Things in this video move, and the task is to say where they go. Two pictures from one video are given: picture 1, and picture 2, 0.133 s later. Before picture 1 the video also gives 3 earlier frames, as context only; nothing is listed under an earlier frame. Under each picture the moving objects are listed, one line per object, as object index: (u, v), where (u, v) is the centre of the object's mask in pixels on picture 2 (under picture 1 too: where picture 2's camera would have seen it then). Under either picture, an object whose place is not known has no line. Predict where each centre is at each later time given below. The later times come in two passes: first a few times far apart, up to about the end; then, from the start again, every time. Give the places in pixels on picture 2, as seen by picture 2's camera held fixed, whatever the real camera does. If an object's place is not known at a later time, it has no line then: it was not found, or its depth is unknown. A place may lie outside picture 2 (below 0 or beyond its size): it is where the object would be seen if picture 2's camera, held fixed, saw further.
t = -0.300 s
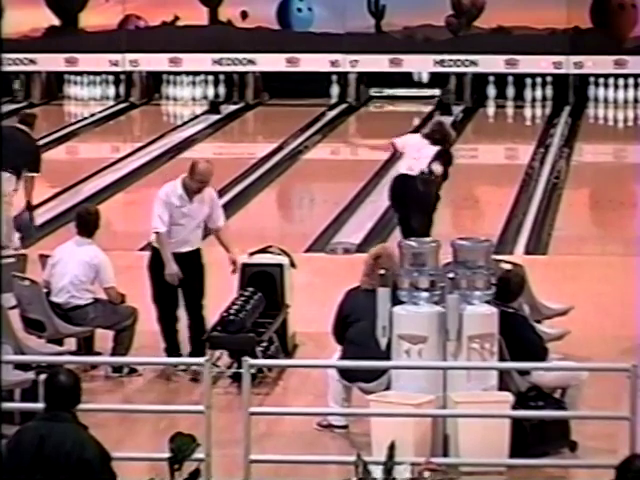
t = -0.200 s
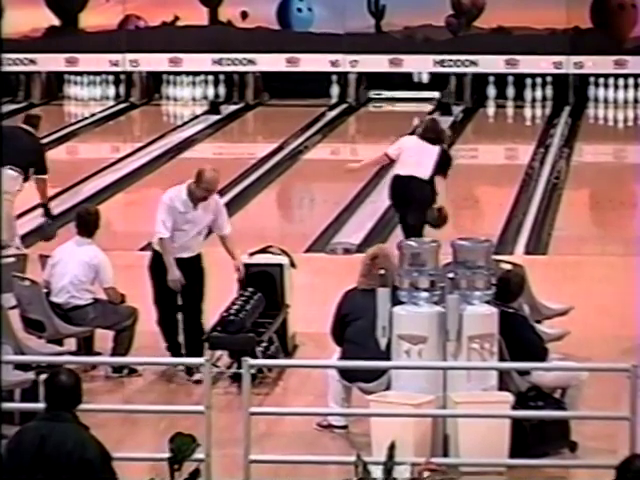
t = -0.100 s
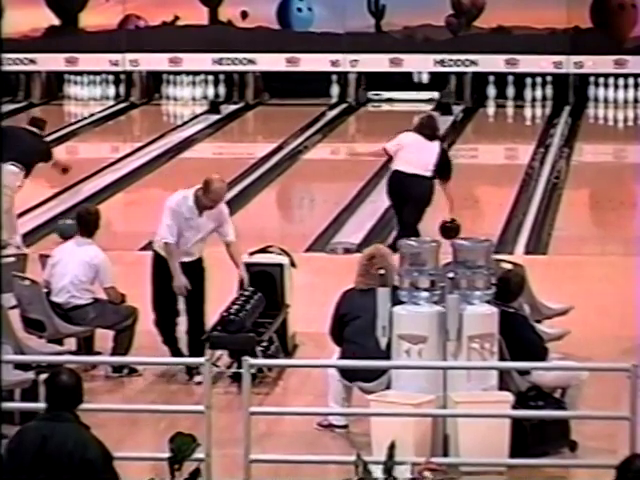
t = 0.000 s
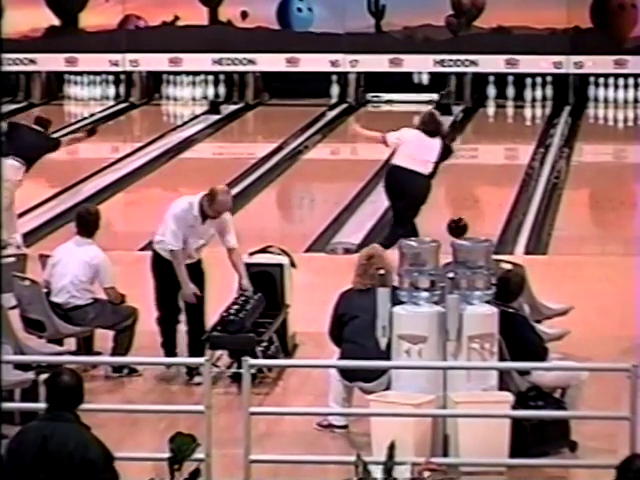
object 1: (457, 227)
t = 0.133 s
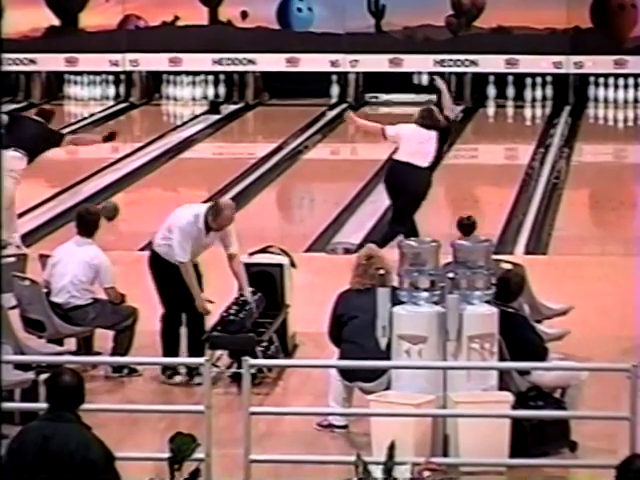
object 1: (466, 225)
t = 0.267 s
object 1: (475, 212)
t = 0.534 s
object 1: (490, 189)
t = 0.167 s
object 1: (468, 222)
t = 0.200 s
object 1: (470, 218)
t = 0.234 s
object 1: (473, 215)
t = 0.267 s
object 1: (475, 212)
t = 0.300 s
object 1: (477, 209)
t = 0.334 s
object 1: (479, 206)
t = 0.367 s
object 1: (481, 203)
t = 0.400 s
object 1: (483, 200)
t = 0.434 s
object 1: (485, 197)
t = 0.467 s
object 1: (486, 194)
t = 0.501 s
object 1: (488, 192)
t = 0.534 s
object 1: (490, 189)
